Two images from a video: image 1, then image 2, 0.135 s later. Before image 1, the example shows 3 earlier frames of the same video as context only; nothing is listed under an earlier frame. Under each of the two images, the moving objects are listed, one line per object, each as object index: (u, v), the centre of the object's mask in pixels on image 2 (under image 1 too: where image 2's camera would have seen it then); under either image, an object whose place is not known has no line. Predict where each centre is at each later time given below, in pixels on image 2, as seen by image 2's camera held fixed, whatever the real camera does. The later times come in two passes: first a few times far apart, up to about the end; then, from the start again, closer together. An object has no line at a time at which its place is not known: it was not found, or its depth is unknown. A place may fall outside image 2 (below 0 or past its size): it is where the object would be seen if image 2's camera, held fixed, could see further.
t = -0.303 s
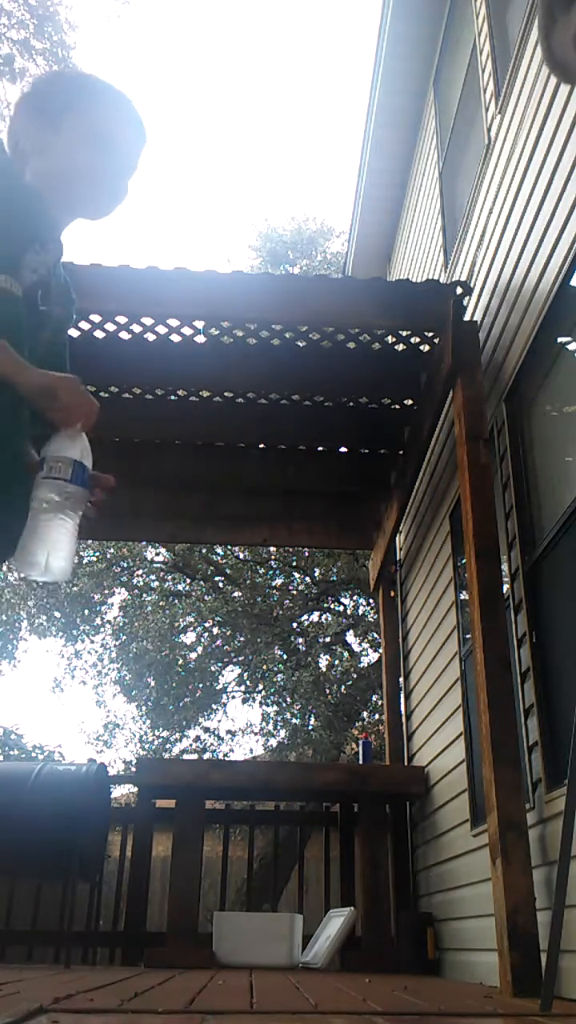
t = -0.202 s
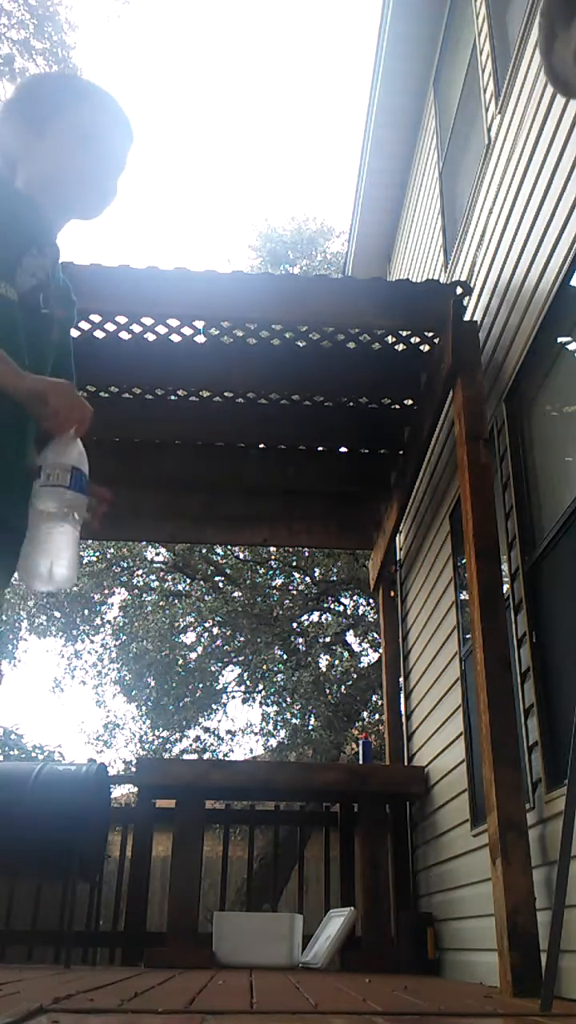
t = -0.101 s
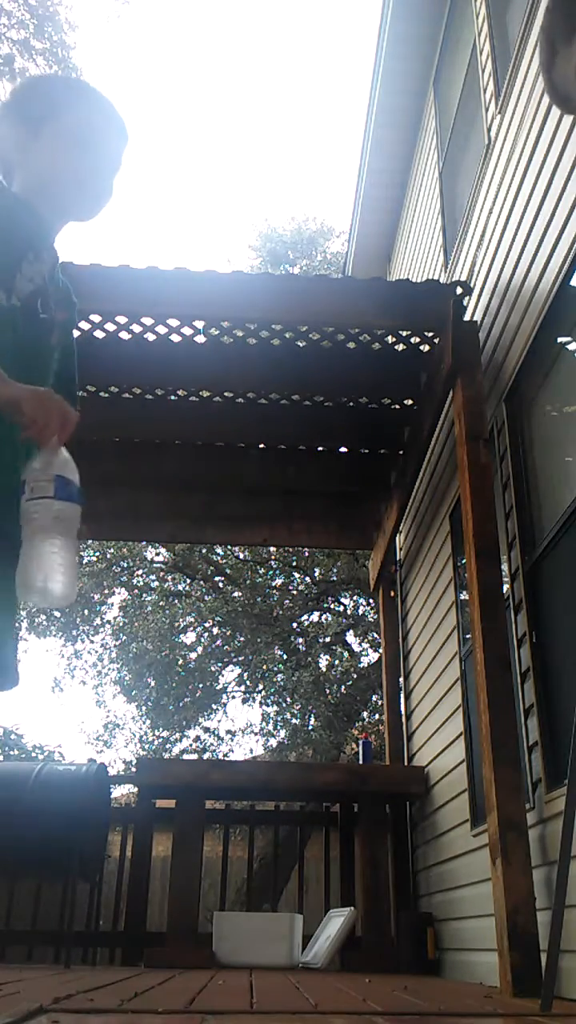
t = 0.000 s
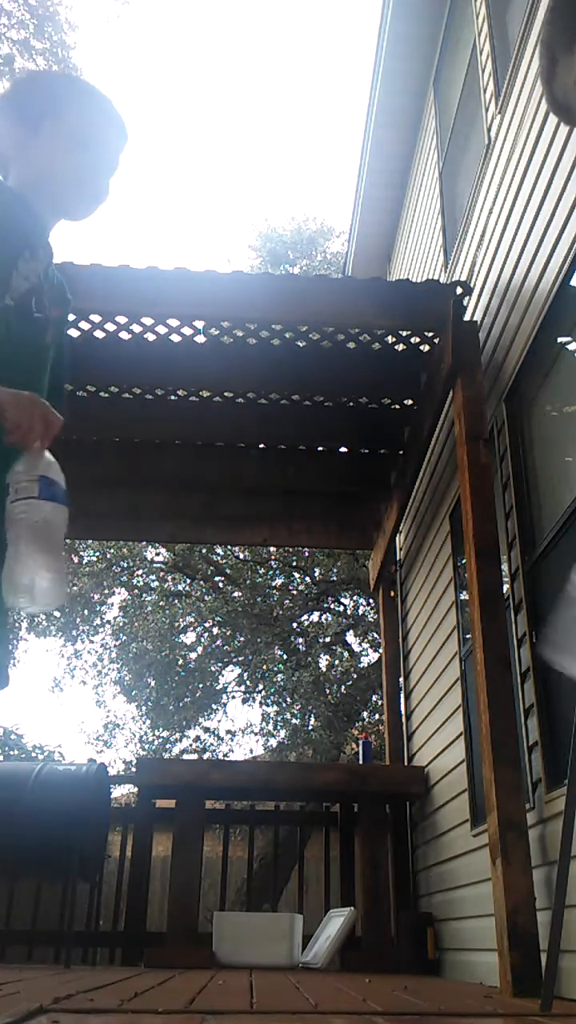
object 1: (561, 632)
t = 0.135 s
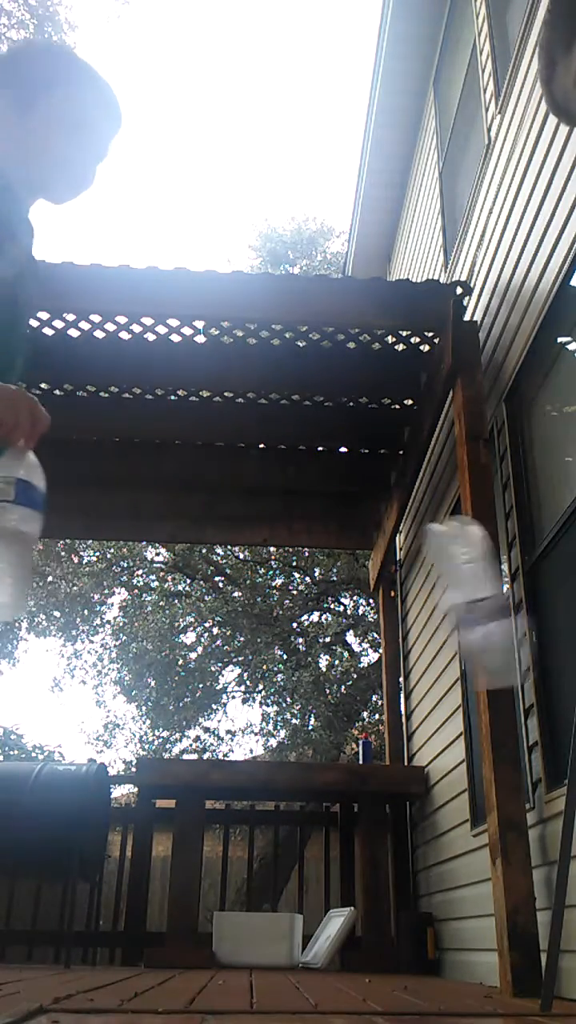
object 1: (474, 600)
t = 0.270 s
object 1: (367, 658)
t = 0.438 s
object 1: (270, 925)
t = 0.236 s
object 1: (388, 631)
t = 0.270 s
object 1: (367, 658)
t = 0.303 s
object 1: (345, 696)
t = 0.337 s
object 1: (326, 741)
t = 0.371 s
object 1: (308, 792)
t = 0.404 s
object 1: (294, 848)
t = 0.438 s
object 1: (270, 925)
